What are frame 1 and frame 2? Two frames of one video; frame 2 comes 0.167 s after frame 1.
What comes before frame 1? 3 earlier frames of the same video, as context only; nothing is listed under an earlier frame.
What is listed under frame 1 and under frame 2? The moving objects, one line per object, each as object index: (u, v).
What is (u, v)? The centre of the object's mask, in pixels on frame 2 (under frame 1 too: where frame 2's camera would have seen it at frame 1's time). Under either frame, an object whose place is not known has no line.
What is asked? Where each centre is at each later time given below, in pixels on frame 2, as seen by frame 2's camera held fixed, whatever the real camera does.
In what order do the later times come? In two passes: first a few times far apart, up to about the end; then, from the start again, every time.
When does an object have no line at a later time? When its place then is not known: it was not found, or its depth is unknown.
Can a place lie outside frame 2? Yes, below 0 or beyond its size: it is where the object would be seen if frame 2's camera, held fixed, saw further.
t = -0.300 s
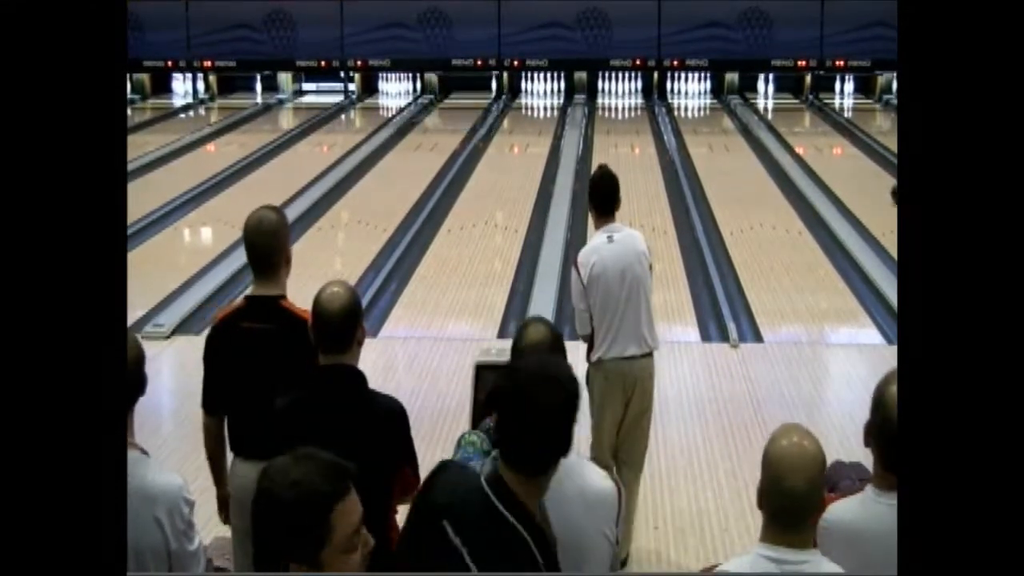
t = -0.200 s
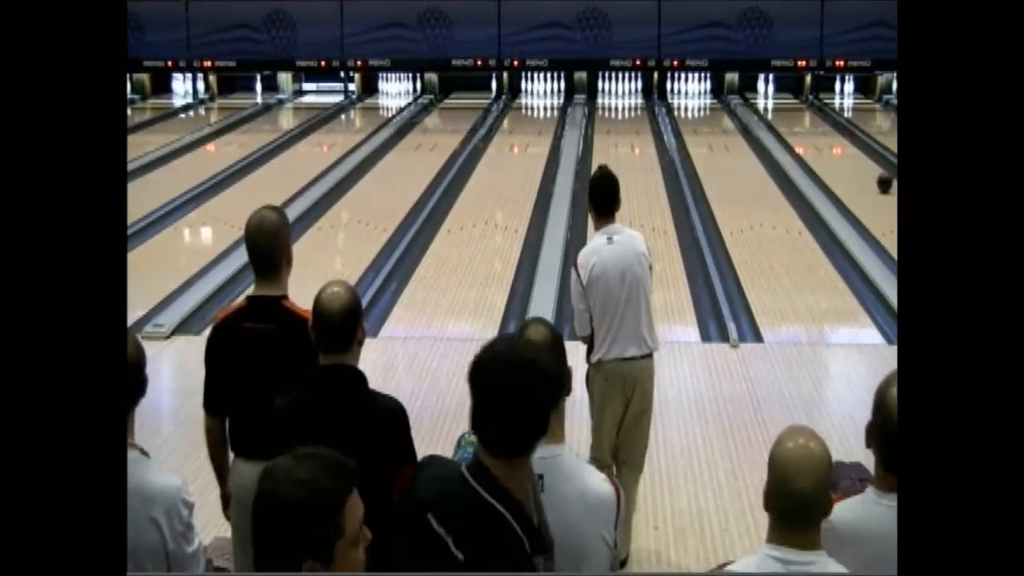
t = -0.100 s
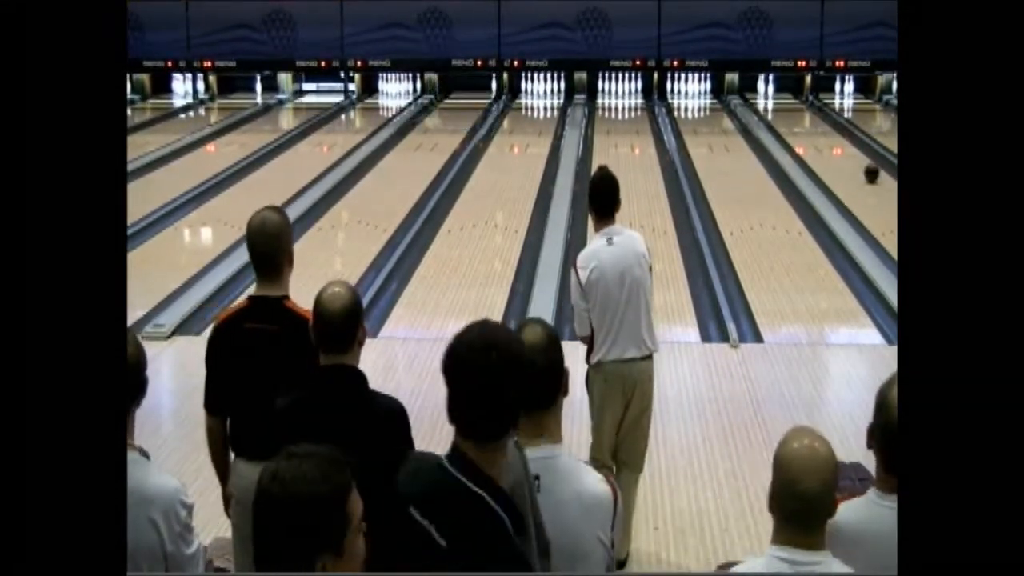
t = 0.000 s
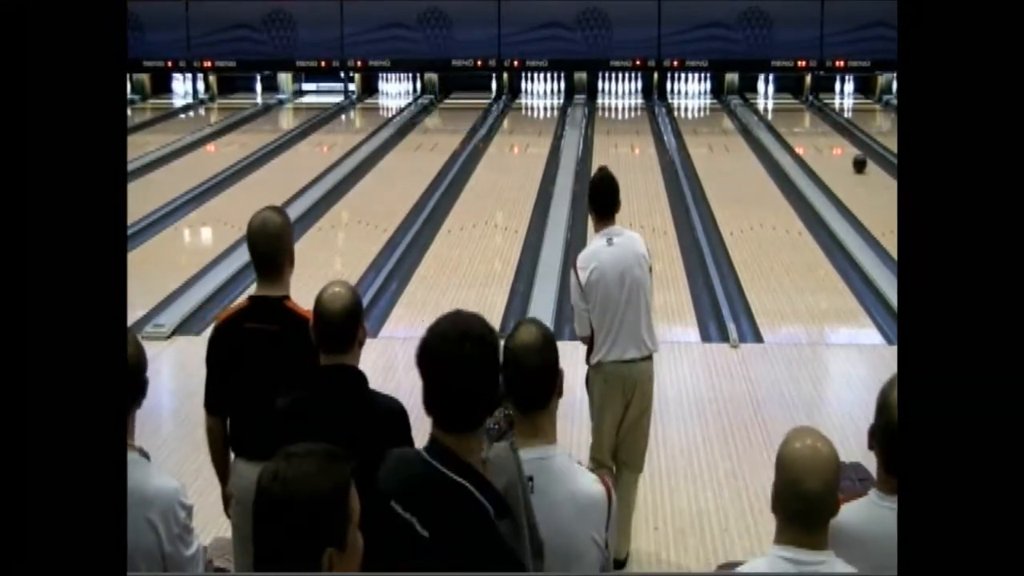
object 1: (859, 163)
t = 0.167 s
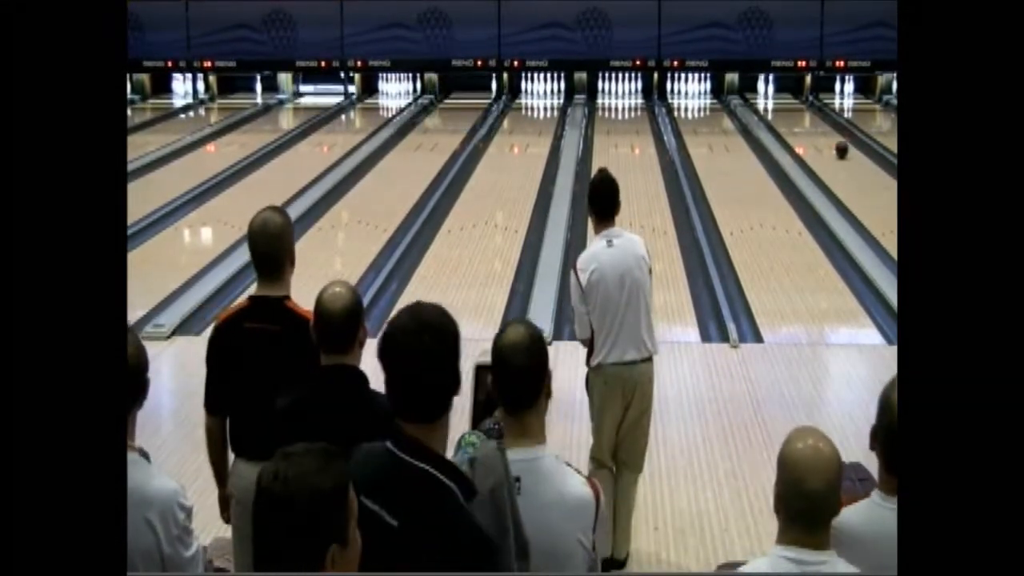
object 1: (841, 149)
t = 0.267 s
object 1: (831, 141)
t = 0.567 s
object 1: (806, 122)
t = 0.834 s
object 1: (787, 109)
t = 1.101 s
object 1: (771, 97)
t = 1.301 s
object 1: (759, 90)
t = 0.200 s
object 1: (838, 146)
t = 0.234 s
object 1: (835, 144)
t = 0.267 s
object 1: (831, 141)
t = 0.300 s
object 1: (828, 139)
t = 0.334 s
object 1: (826, 137)
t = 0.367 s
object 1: (823, 135)
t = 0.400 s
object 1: (819, 132)
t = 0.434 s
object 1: (817, 130)
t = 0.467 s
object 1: (814, 129)
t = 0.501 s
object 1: (811, 126)
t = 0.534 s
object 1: (809, 124)
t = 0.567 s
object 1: (806, 122)
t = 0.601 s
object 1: (804, 121)
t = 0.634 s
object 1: (800, 119)
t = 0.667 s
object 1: (799, 117)
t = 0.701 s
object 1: (797, 116)
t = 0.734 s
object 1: (794, 113)
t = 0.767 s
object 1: (792, 111)
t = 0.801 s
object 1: (789, 111)
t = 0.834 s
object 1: (787, 109)
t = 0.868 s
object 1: (785, 107)
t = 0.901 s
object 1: (783, 105)
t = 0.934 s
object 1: (781, 103)
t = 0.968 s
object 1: (779, 103)
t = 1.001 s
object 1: (777, 102)
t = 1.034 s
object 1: (775, 101)
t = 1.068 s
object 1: (773, 99)
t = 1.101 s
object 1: (771, 97)
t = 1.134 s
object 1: (769, 97)
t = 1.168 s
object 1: (766, 96)
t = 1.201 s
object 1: (764, 95)
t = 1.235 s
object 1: (763, 93)
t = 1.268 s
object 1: (761, 92)
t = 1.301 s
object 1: (759, 90)
